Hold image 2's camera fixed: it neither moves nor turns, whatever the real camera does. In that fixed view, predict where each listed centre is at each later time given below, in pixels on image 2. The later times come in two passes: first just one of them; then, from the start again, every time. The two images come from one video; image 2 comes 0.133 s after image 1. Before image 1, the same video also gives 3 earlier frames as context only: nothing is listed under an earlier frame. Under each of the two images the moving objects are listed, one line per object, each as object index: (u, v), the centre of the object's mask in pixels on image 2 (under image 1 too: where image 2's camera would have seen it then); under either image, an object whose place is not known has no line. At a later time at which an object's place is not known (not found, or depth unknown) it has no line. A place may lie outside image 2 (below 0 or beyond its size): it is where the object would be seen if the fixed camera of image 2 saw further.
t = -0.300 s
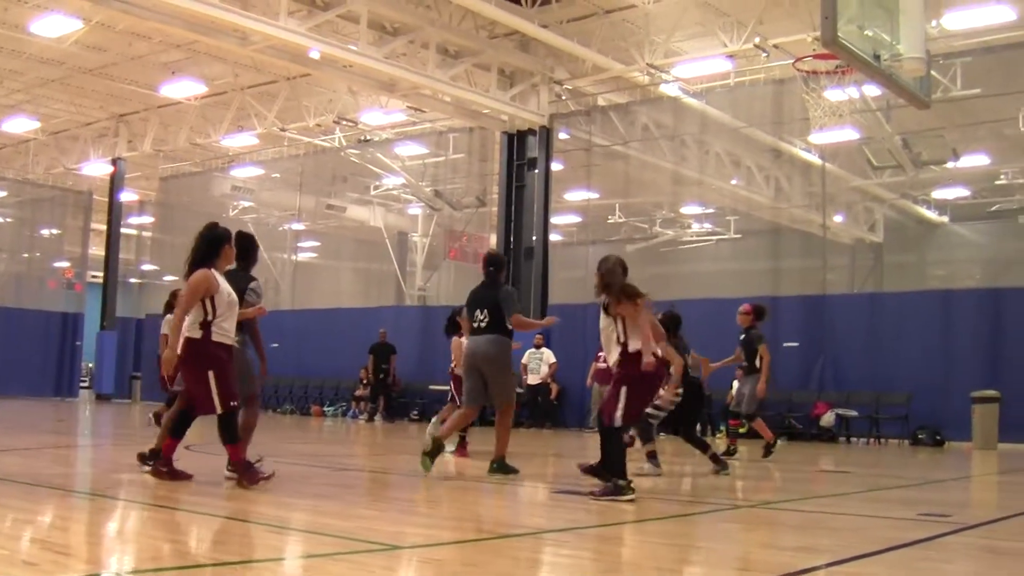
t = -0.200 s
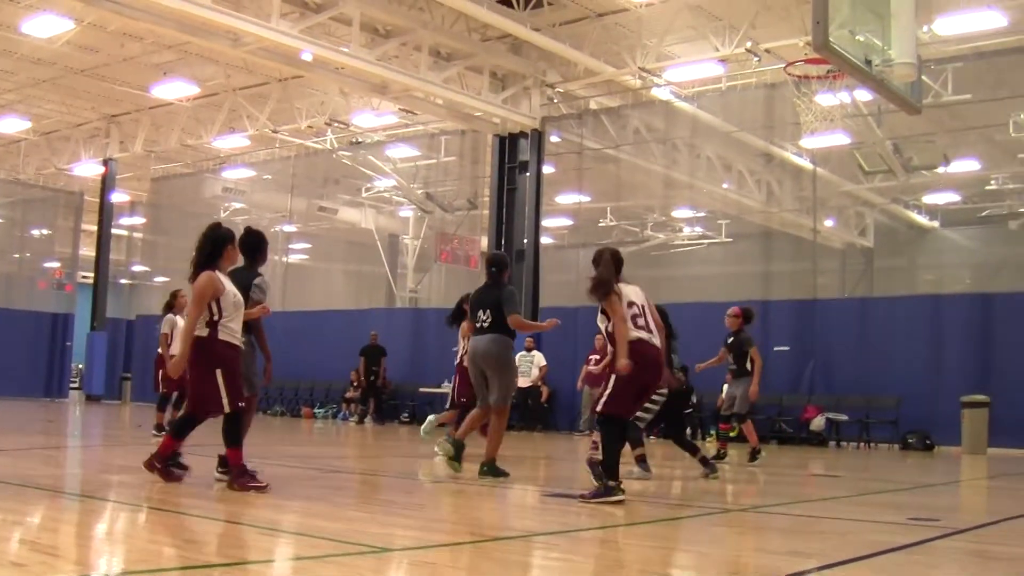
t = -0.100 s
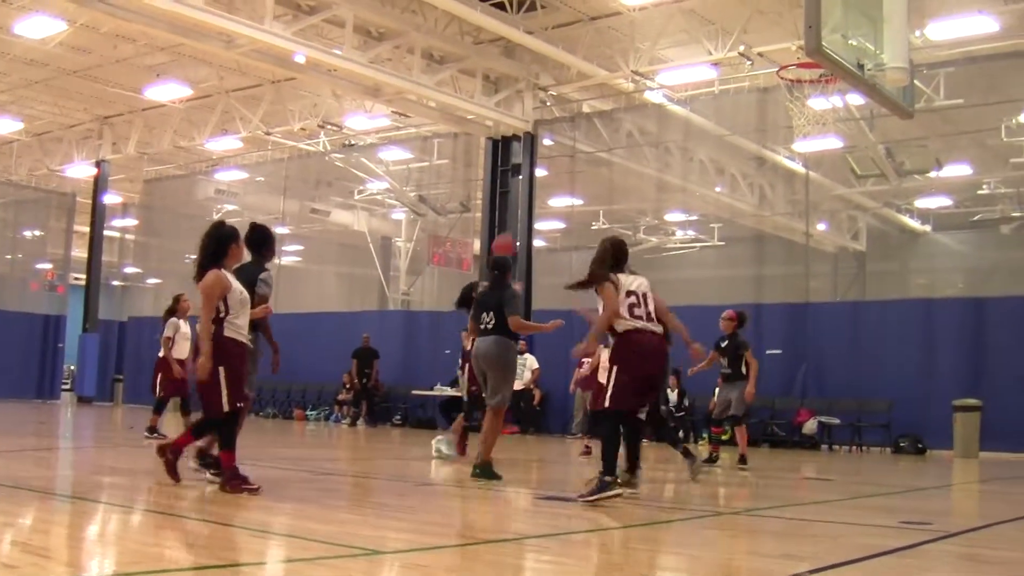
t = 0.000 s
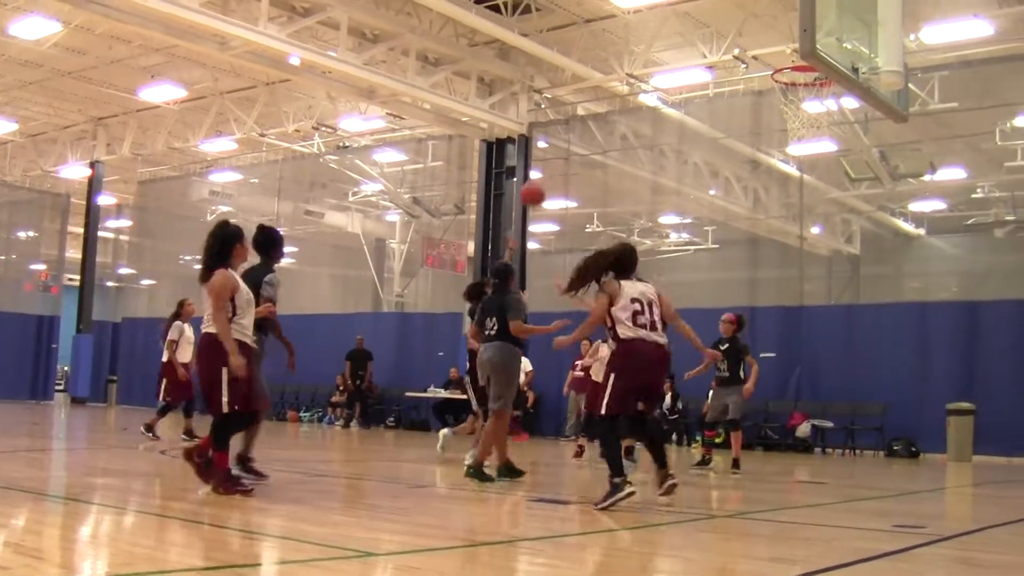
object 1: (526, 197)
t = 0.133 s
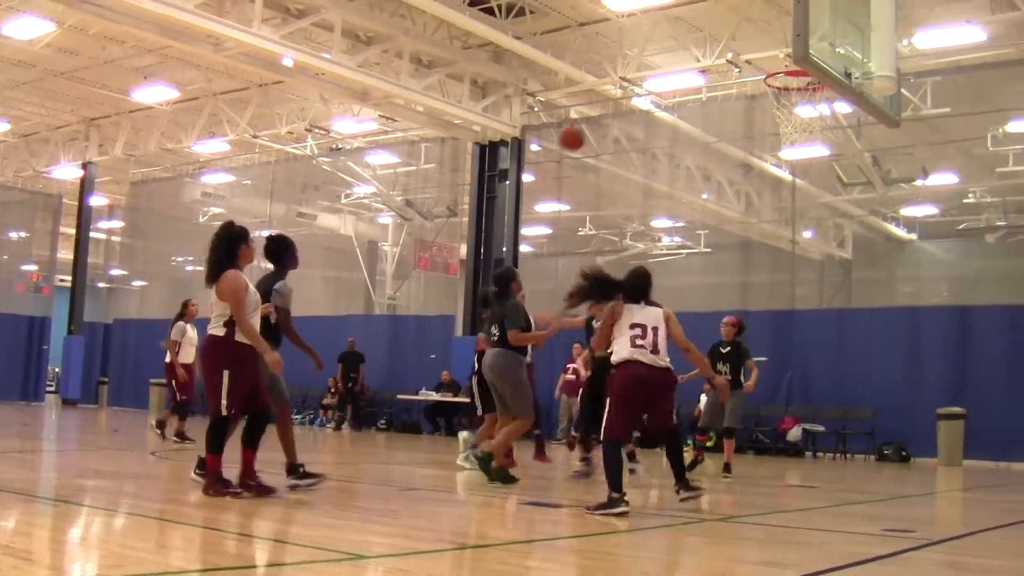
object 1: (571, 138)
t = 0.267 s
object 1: (620, 95)
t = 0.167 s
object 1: (583, 126)
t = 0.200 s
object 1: (595, 115)
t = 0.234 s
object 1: (607, 105)
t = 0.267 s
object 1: (620, 95)
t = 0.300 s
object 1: (631, 87)
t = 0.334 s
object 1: (643, 81)
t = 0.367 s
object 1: (655, 74)
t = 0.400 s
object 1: (668, 69)
